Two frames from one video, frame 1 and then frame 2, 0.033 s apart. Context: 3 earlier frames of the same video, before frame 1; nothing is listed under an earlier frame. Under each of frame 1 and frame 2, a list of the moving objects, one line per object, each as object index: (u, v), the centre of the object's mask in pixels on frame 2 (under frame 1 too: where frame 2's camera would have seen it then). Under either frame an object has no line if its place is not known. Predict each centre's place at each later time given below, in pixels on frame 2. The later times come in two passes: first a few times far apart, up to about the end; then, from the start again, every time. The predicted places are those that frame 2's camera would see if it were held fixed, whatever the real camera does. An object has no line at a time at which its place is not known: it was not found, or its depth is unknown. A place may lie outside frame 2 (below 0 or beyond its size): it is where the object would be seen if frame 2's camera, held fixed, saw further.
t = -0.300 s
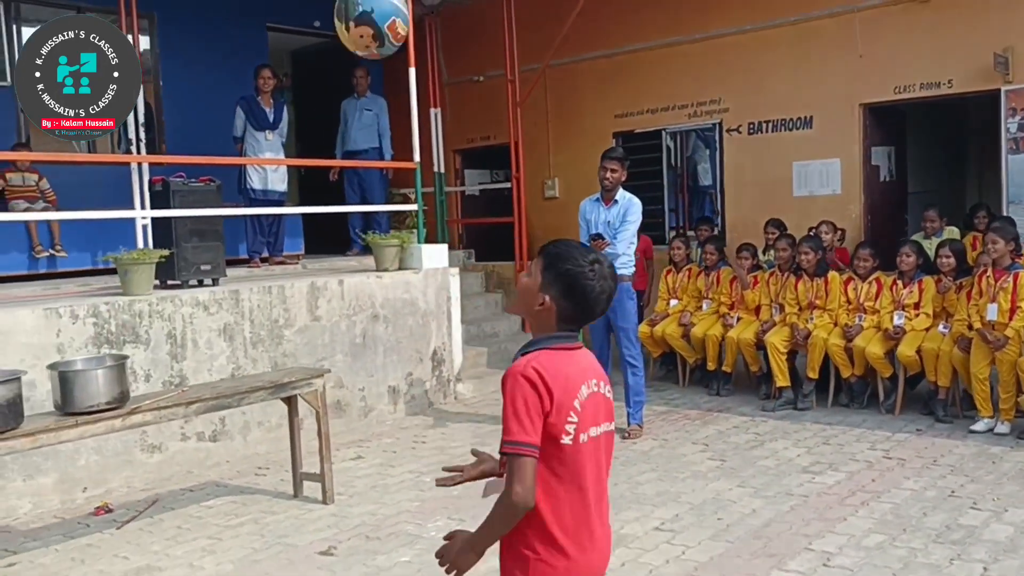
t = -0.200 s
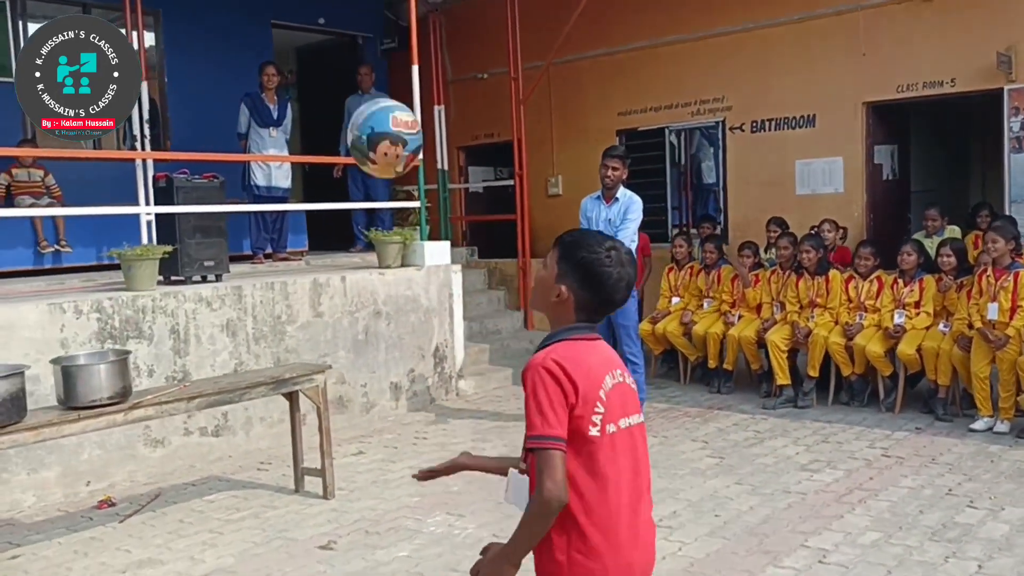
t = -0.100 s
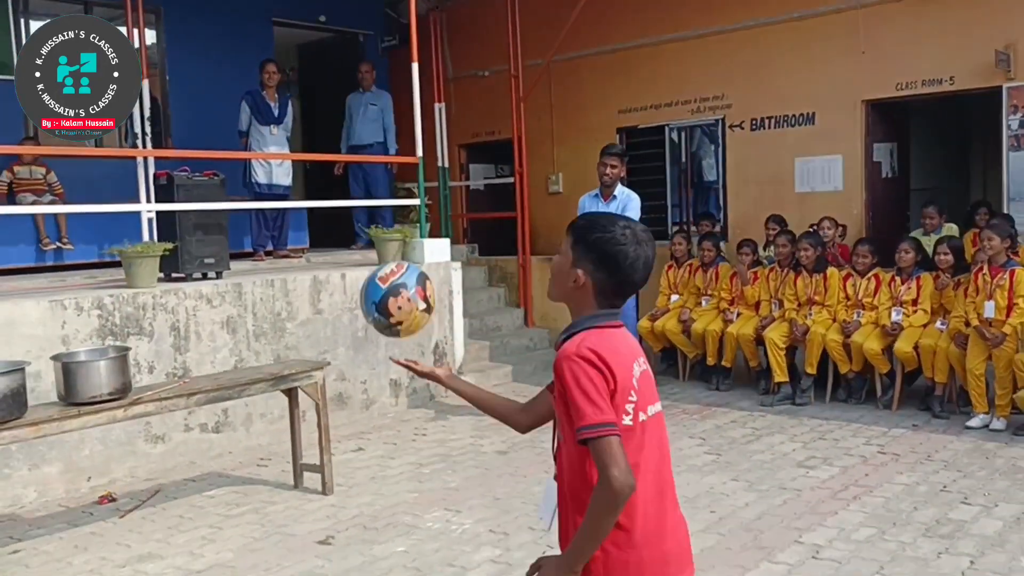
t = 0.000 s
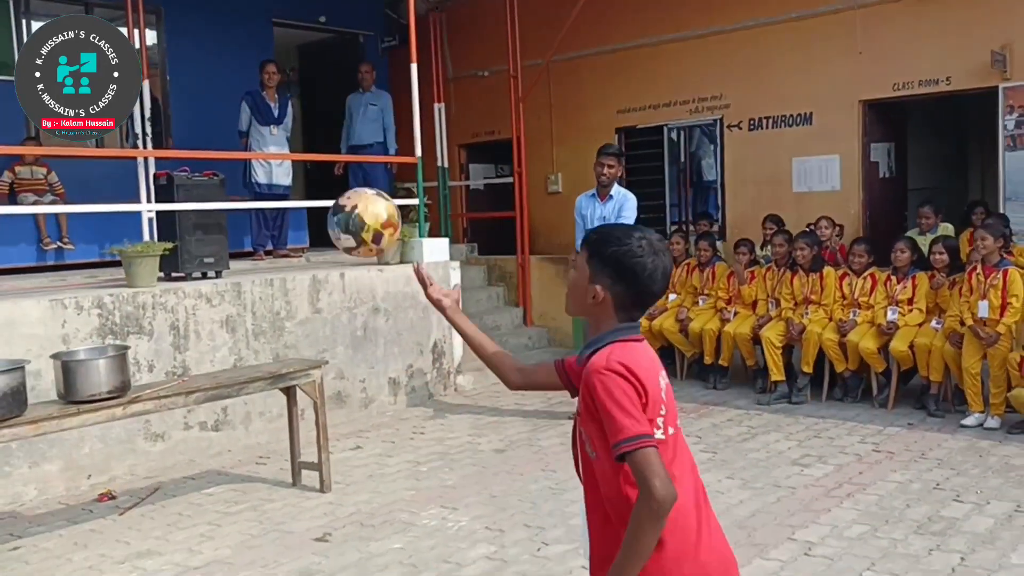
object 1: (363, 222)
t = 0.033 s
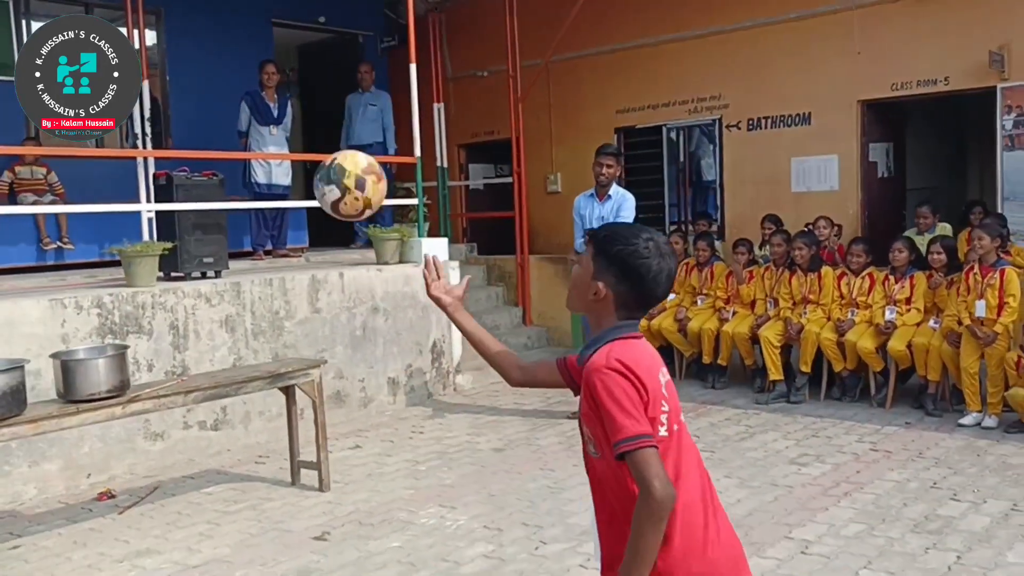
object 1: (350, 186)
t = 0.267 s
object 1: (273, 55)
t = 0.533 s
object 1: (224, 150)
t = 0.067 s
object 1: (338, 152)
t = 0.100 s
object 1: (325, 124)
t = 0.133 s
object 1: (313, 101)
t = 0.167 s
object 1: (303, 82)
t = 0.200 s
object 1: (292, 69)
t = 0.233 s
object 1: (282, 60)
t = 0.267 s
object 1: (273, 55)
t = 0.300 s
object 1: (265, 55)
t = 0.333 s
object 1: (258, 58)
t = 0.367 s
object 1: (251, 65)
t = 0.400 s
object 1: (244, 75)
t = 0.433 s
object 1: (239, 89)
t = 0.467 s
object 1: (233, 106)
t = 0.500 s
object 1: (228, 126)
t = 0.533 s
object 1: (224, 150)
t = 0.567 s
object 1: (219, 176)
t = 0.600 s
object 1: (215, 206)
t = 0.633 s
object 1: (211, 240)
